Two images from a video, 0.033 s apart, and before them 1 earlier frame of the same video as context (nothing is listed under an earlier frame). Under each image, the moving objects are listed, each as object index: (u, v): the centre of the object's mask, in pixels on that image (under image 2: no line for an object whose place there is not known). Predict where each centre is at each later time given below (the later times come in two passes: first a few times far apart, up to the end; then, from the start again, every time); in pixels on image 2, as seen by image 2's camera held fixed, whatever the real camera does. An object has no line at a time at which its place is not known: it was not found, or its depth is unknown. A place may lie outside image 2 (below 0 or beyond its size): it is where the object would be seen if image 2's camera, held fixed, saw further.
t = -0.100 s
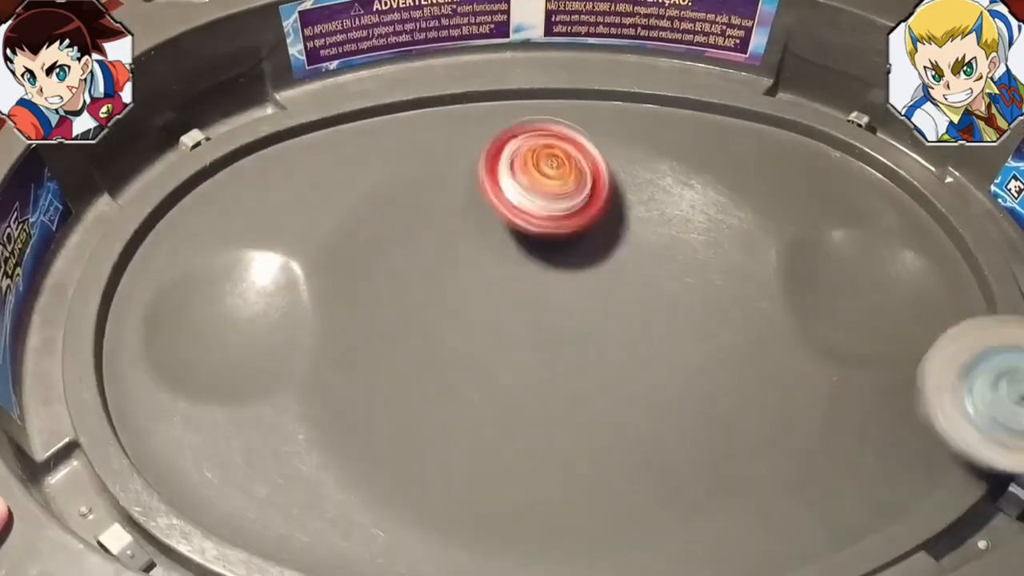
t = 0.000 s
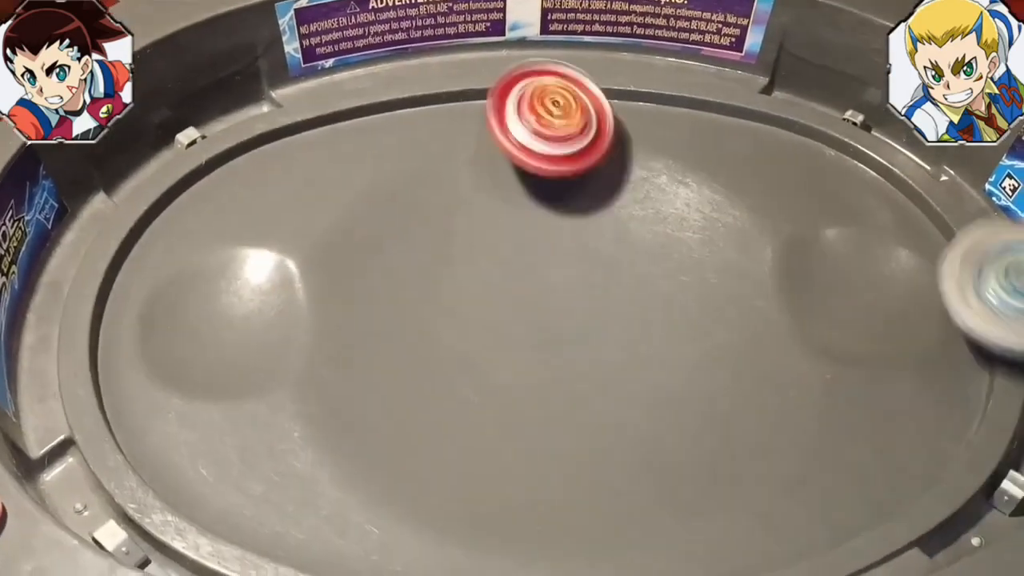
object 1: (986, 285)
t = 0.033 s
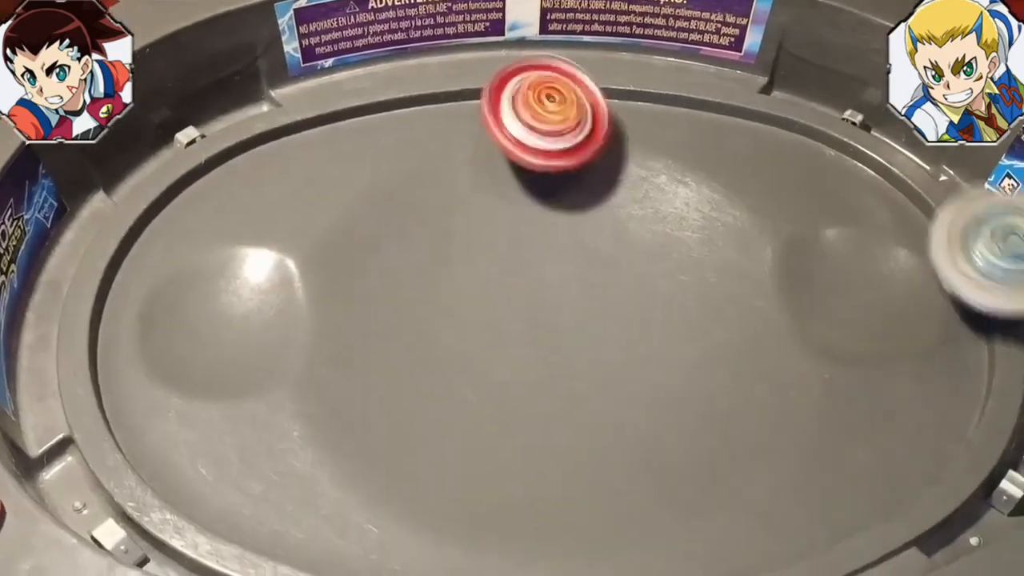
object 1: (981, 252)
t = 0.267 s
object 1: (738, 114)
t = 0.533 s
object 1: (491, 193)
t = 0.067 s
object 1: (972, 218)
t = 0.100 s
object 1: (957, 195)
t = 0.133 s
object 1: (911, 177)
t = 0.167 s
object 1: (861, 156)
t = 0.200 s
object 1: (816, 139)
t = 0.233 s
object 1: (774, 125)
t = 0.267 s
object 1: (738, 114)
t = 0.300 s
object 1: (705, 107)
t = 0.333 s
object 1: (674, 103)
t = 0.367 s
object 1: (646, 100)
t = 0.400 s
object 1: (619, 100)
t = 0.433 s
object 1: (591, 109)
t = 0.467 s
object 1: (560, 129)
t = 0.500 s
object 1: (524, 159)
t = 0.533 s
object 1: (491, 193)
